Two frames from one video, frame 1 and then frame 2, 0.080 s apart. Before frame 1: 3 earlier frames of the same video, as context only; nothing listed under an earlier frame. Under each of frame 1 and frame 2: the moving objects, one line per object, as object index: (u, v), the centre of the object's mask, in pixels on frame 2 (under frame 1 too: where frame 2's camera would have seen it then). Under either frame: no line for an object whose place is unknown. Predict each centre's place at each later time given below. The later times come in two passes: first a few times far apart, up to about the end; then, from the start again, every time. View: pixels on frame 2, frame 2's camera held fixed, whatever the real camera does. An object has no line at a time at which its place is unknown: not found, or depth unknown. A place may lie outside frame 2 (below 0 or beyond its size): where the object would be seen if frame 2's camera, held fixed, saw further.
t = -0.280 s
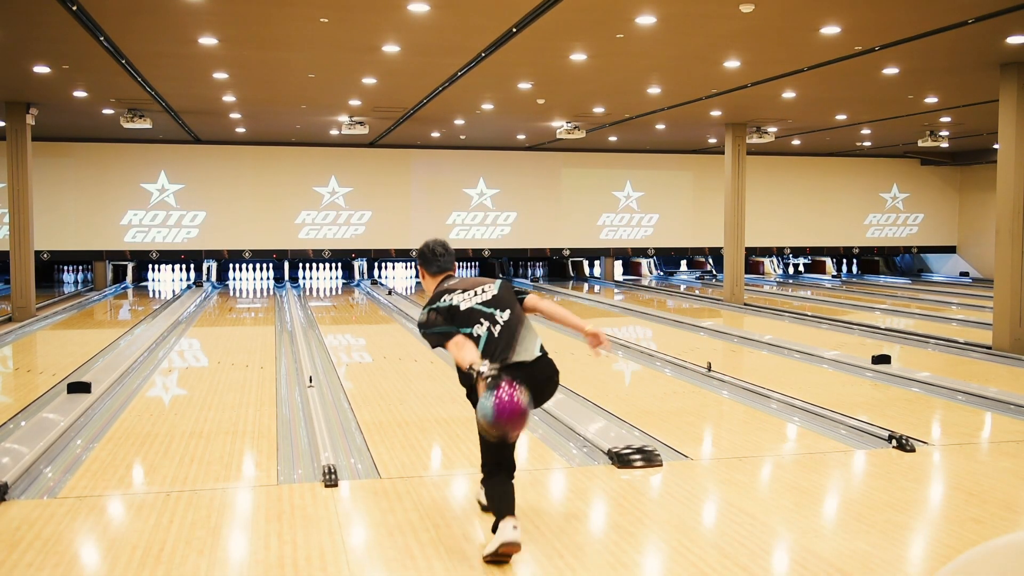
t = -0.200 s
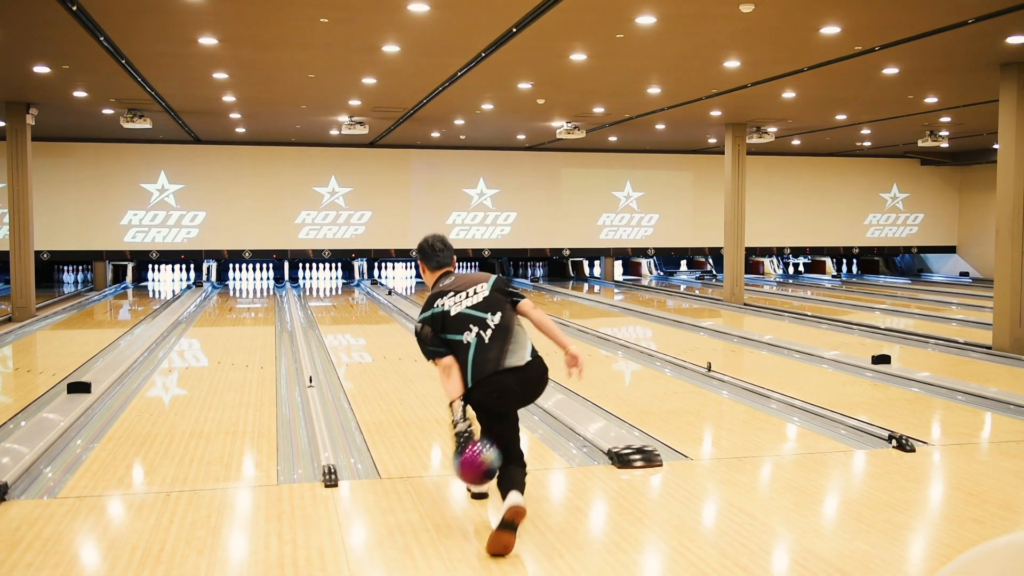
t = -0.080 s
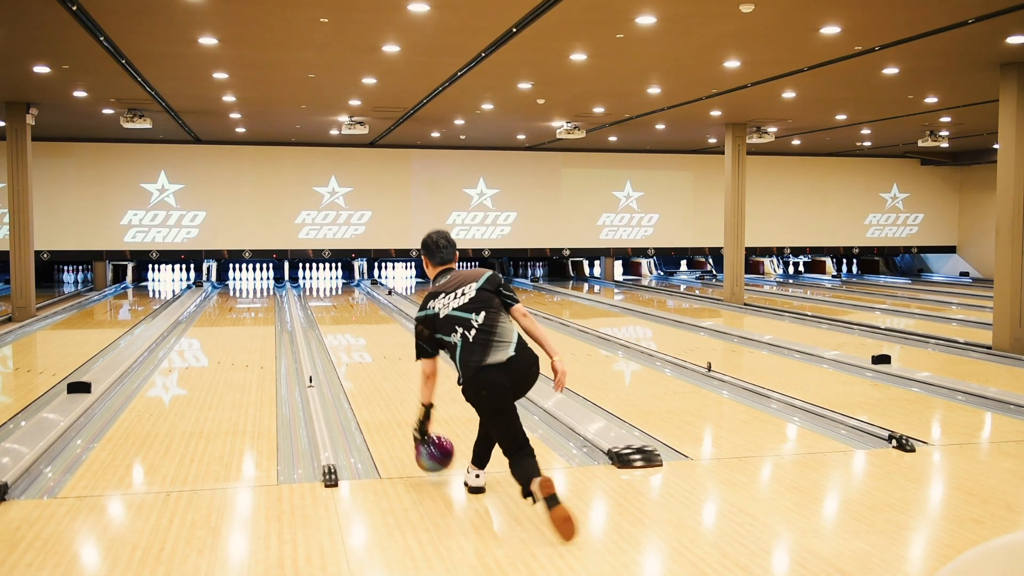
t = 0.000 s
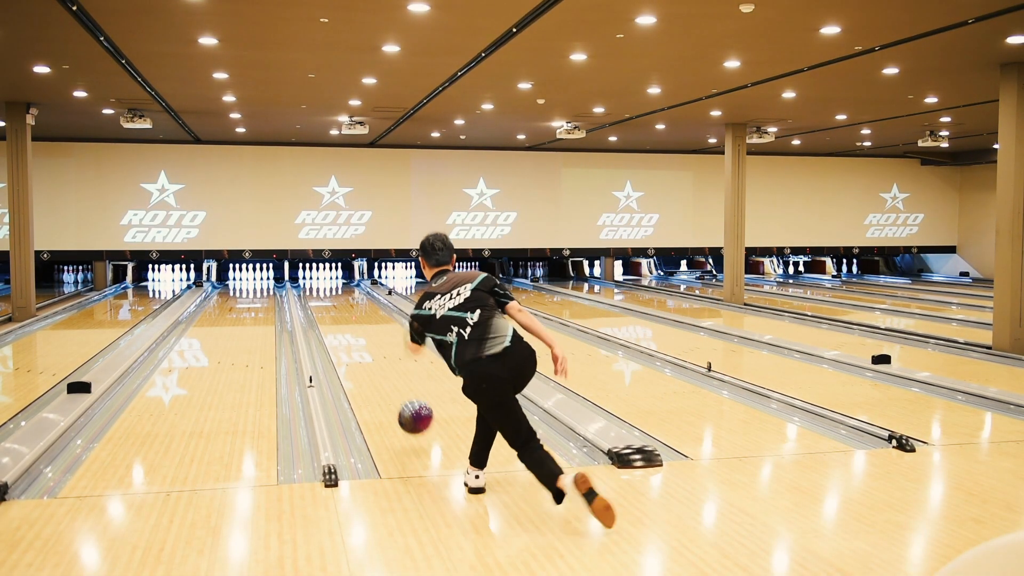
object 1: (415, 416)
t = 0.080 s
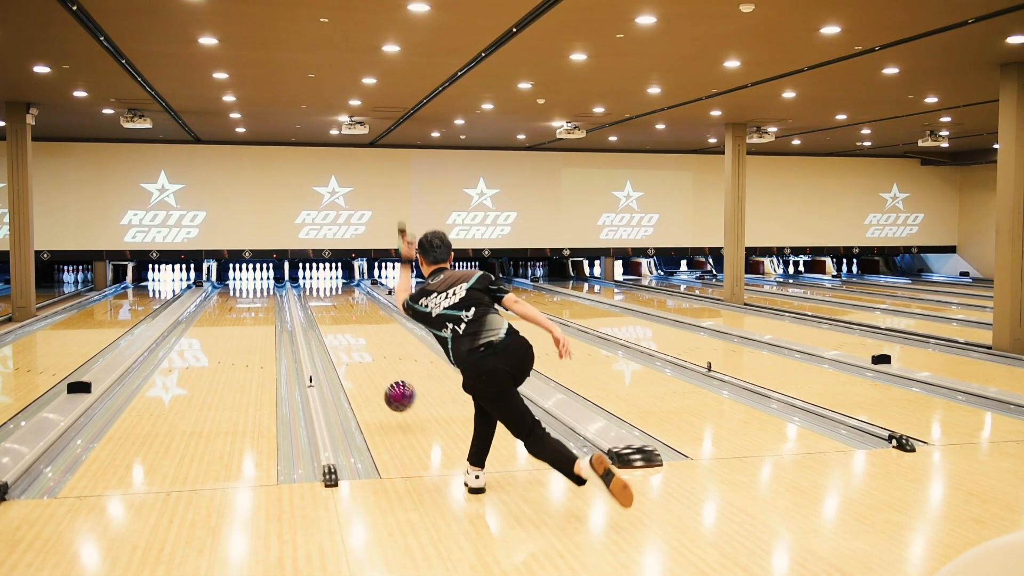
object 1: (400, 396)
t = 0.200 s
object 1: (383, 388)
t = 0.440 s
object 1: (359, 357)
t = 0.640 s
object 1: (346, 338)
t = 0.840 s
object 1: (337, 323)
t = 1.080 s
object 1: (329, 310)
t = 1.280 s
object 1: (324, 302)
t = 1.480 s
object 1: (319, 295)
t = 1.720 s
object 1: (316, 288)
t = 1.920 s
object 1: (315, 284)
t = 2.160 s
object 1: (315, 279)
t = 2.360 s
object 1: (316, 276)
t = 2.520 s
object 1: (314, 274)
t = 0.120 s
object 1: (395, 391)
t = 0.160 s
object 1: (390, 389)
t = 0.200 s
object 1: (383, 388)
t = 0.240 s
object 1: (379, 384)
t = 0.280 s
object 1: (375, 379)
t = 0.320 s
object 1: (370, 372)
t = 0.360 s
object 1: (367, 367)
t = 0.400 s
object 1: (362, 361)
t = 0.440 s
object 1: (359, 357)
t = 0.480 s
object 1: (357, 354)
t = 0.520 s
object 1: (353, 348)
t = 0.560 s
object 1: (351, 345)
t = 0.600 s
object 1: (348, 341)
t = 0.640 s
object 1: (346, 338)
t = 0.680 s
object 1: (344, 335)
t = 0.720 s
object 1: (342, 331)
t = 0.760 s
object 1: (340, 329)
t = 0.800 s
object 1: (338, 325)
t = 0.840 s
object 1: (337, 323)
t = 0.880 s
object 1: (335, 321)
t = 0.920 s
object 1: (333, 318)
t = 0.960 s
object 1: (332, 317)
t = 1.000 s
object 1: (331, 313)
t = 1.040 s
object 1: (330, 312)
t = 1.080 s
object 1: (329, 310)
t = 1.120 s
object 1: (327, 308)
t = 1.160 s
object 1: (326, 307)
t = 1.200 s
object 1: (325, 304)
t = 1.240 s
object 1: (324, 303)
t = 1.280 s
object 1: (324, 302)
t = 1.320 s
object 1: (322, 300)
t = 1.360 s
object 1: (322, 299)
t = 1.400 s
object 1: (321, 297)
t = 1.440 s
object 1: (320, 296)
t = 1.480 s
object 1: (319, 295)
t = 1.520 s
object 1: (319, 293)
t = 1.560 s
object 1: (318, 293)
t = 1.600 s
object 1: (318, 291)
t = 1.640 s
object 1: (317, 290)
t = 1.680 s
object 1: (316, 289)
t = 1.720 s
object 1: (316, 288)
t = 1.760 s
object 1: (316, 287)
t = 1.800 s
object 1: (315, 286)
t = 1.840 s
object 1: (315, 285)
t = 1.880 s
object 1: (315, 284)
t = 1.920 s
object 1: (315, 284)
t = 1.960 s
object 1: (315, 283)
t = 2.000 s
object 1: (315, 282)
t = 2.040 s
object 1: (315, 281)
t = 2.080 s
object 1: (315, 280)
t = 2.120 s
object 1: (315, 279)
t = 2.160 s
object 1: (315, 279)
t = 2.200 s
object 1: (316, 278)
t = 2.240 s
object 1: (316, 278)
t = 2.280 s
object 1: (316, 277)
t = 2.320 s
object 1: (317, 277)
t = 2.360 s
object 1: (316, 276)
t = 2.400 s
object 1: (315, 276)
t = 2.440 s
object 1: (314, 275)
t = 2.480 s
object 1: (315, 275)
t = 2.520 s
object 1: (314, 274)
